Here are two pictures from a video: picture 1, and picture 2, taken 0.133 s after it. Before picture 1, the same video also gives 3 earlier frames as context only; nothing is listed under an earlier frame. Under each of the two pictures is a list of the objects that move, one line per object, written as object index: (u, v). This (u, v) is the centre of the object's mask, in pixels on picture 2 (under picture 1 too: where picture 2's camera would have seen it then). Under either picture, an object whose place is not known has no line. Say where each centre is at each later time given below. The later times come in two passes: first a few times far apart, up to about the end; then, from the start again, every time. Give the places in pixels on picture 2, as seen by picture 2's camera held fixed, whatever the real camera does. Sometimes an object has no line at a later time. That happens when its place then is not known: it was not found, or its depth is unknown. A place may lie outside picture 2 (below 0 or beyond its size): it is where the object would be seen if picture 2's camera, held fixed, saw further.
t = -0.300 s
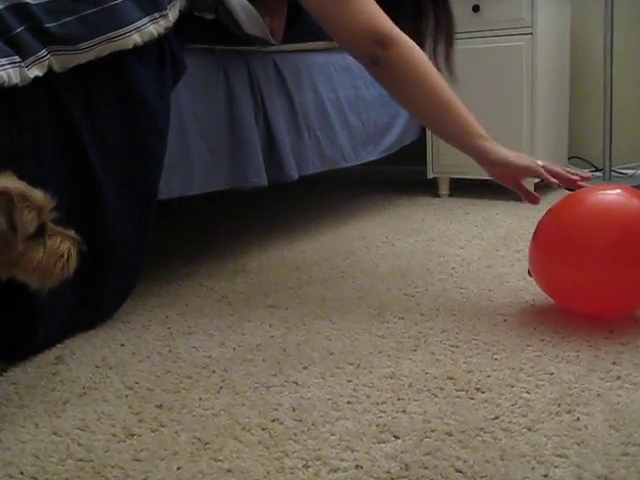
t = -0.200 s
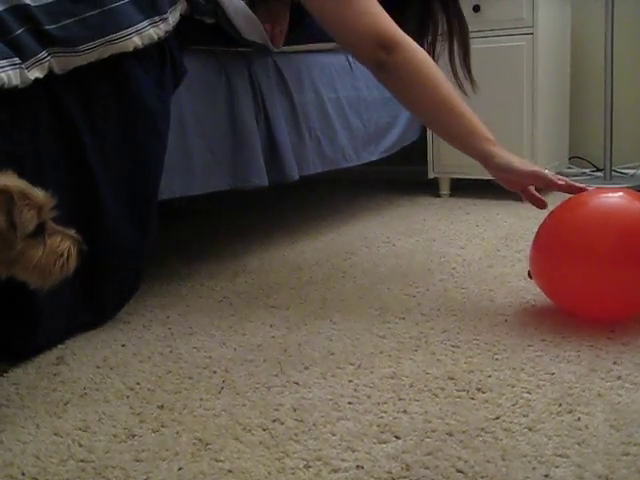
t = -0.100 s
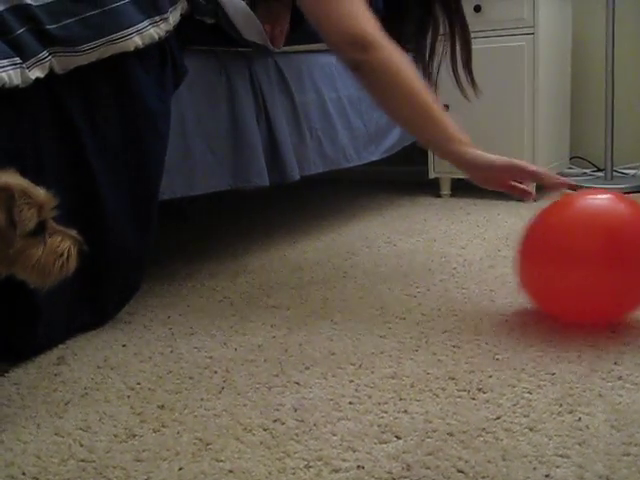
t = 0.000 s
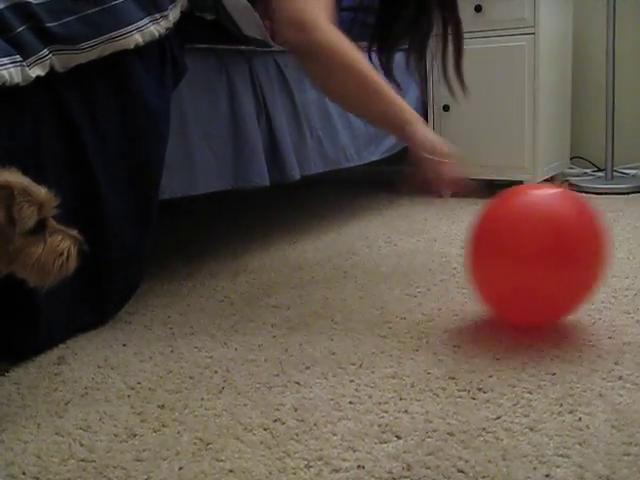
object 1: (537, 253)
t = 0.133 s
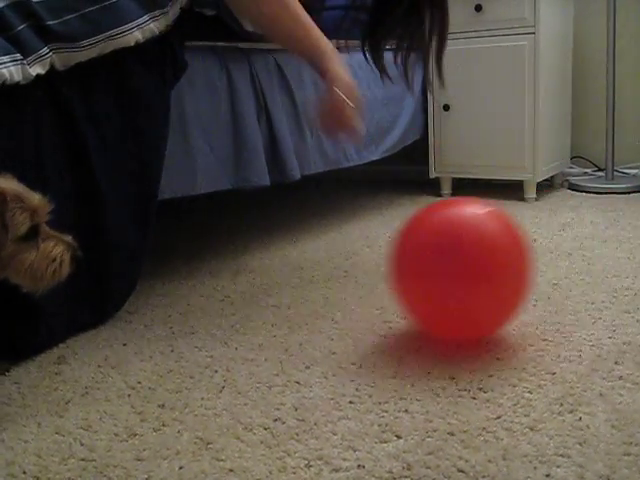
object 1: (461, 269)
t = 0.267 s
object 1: (390, 281)
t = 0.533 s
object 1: (267, 299)
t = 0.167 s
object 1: (442, 273)
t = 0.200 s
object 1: (425, 277)
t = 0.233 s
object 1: (407, 281)
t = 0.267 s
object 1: (390, 281)
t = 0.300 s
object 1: (374, 284)
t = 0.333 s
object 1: (357, 286)
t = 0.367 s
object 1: (342, 289)
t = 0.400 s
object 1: (326, 290)
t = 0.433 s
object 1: (311, 291)
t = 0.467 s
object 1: (296, 294)
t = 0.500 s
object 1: (281, 297)
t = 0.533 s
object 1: (267, 299)
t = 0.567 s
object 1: (253, 301)
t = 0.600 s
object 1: (239, 302)
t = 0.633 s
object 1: (225, 303)
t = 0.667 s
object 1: (212, 303)
